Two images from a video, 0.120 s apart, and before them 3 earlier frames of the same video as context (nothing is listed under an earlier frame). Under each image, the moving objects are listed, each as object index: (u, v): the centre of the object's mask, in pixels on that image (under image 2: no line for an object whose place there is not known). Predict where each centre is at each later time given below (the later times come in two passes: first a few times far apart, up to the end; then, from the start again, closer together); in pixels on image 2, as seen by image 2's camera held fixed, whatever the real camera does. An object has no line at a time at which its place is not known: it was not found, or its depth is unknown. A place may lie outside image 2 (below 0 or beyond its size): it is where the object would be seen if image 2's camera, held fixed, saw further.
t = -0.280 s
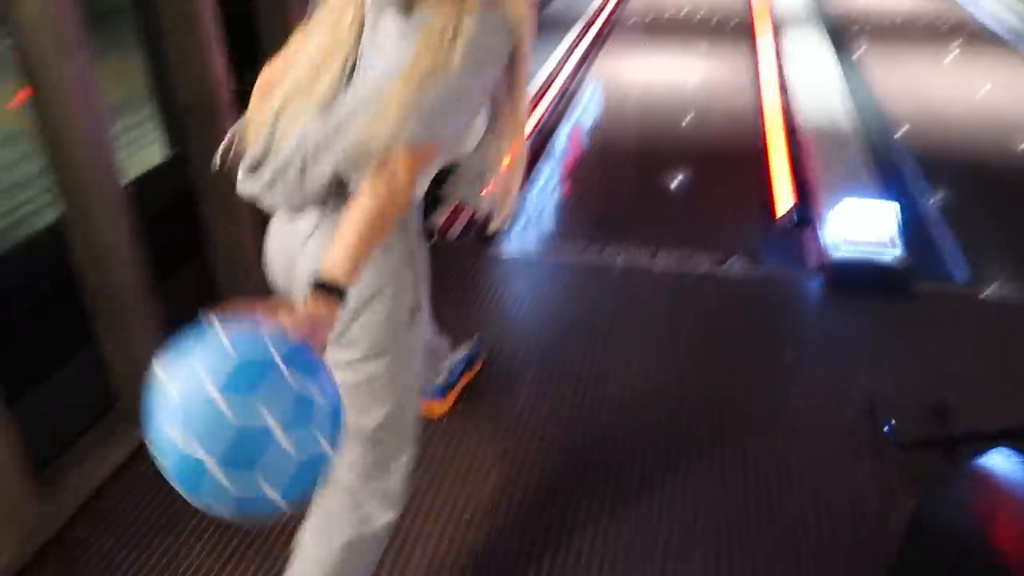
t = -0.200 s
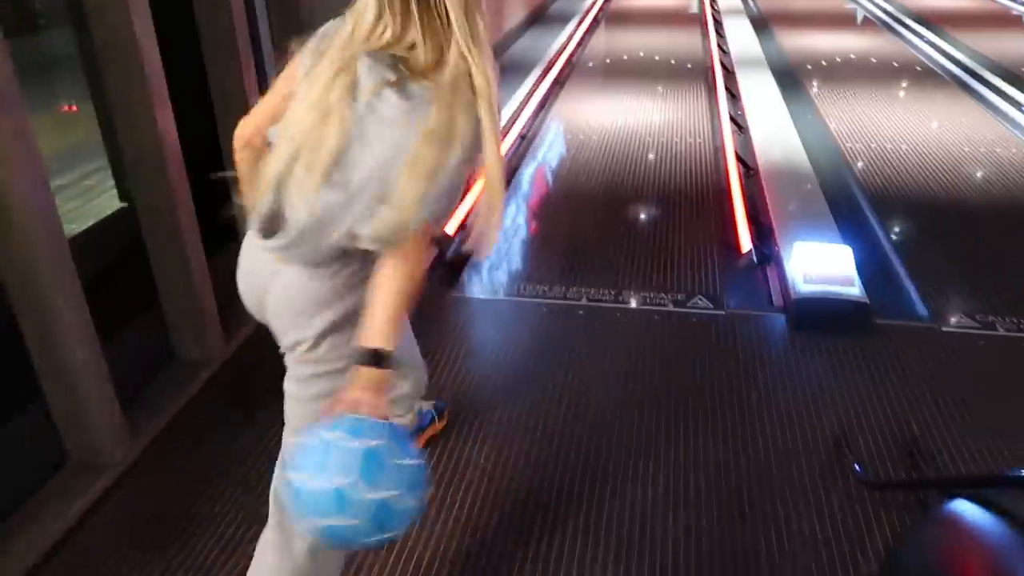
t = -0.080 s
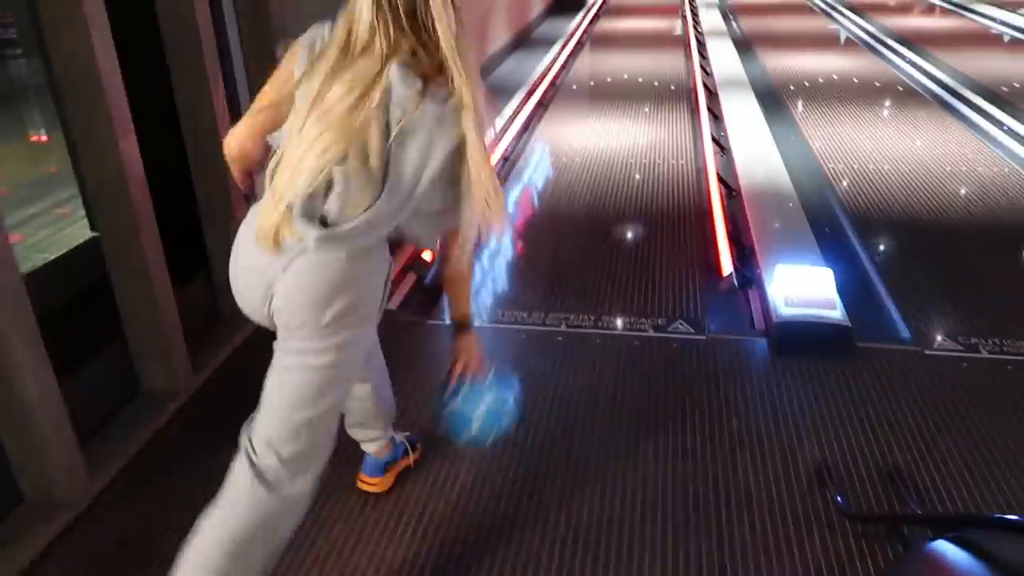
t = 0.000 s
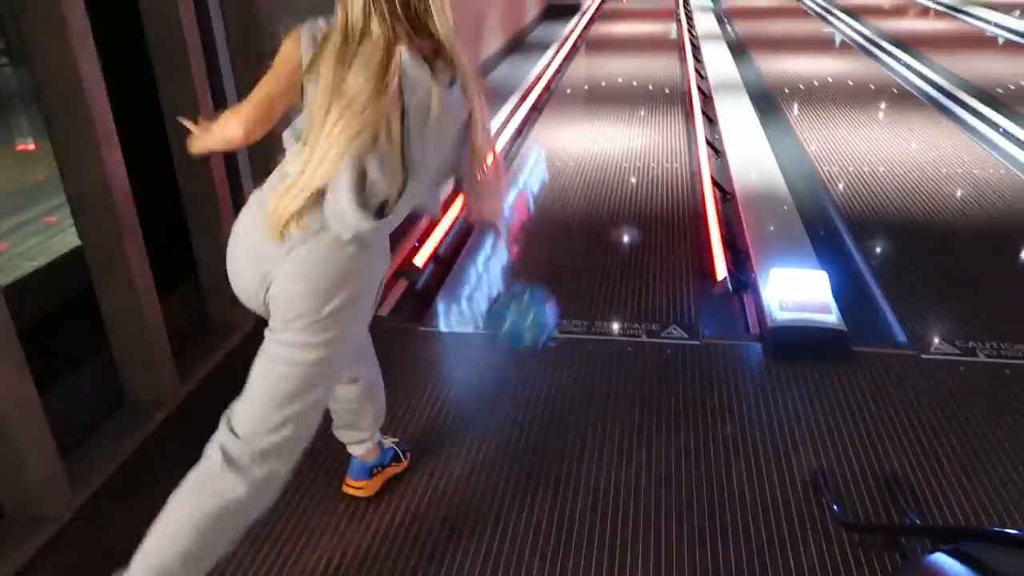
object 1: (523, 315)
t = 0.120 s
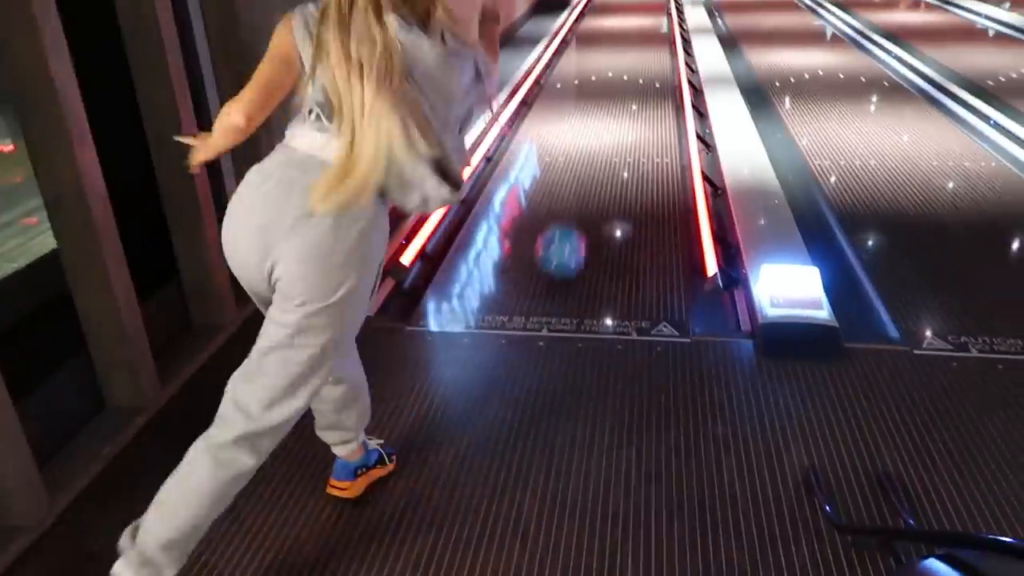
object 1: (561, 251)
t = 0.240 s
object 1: (590, 172)
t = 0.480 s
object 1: (624, 101)
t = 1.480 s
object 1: (659, -8)
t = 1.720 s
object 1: (658, -17)
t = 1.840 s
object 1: (654, -19)
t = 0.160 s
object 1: (572, 219)
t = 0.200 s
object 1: (583, 192)
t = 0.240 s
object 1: (590, 172)
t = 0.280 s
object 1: (597, 157)
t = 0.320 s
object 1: (604, 147)
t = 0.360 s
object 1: (610, 133)
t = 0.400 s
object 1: (615, 120)
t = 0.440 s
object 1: (620, 110)
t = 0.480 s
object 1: (624, 101)
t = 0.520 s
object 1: (628, 91)
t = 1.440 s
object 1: (660, -6)
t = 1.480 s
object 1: (659, -8)
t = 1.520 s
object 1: (658, -11)
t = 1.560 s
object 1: (657, -12)
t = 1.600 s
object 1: (657, -14)
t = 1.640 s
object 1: (657, -15)
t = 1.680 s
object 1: (657, -15)
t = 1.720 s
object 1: (658, -17)
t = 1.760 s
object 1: (655, -19)
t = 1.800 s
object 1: (655, -19)
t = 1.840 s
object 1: (654, -19)
